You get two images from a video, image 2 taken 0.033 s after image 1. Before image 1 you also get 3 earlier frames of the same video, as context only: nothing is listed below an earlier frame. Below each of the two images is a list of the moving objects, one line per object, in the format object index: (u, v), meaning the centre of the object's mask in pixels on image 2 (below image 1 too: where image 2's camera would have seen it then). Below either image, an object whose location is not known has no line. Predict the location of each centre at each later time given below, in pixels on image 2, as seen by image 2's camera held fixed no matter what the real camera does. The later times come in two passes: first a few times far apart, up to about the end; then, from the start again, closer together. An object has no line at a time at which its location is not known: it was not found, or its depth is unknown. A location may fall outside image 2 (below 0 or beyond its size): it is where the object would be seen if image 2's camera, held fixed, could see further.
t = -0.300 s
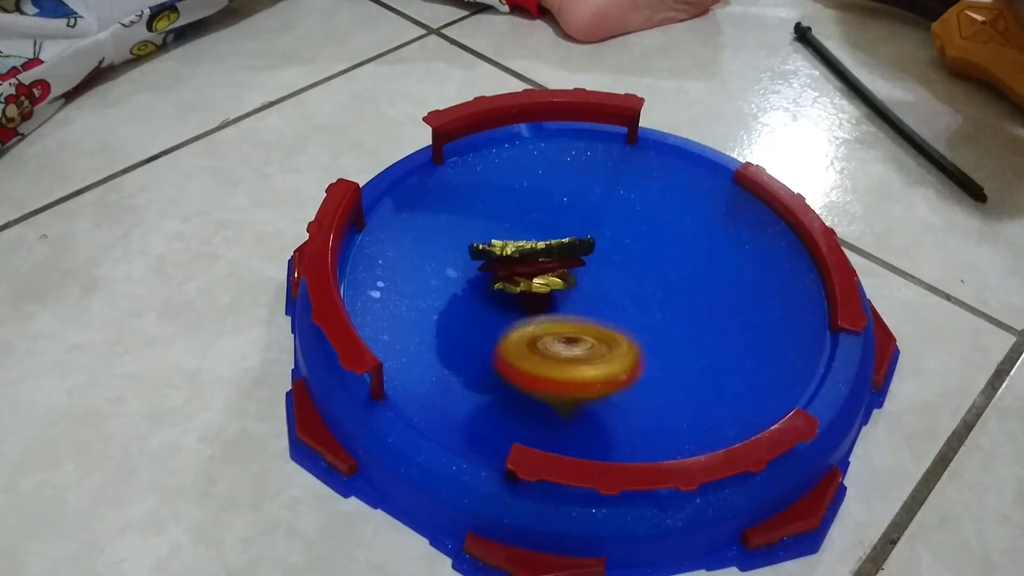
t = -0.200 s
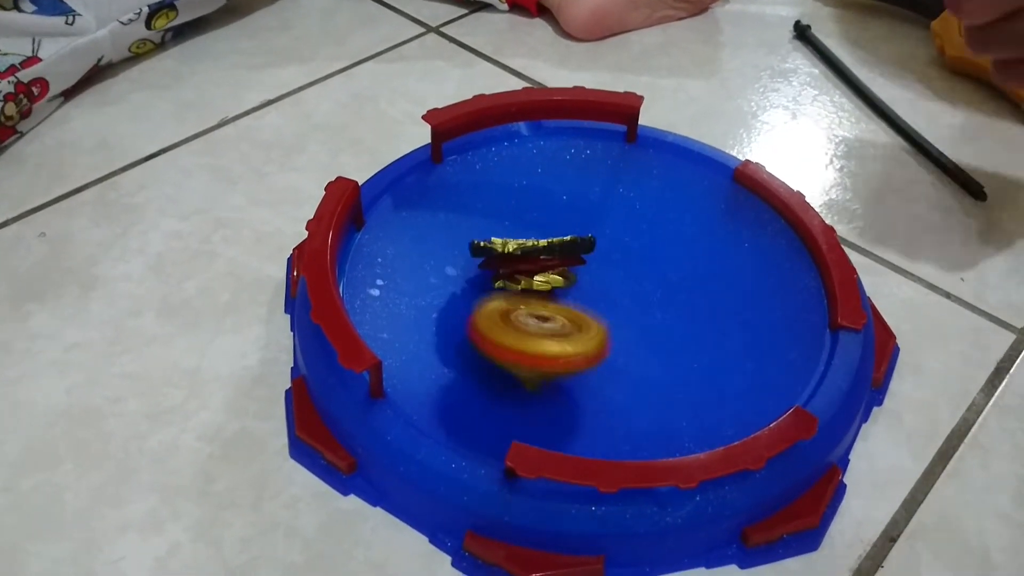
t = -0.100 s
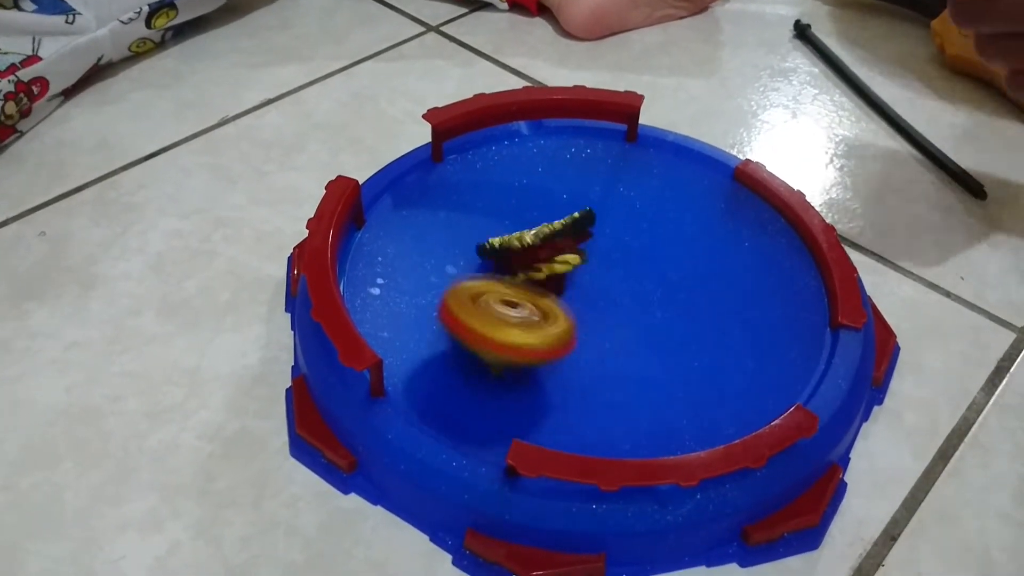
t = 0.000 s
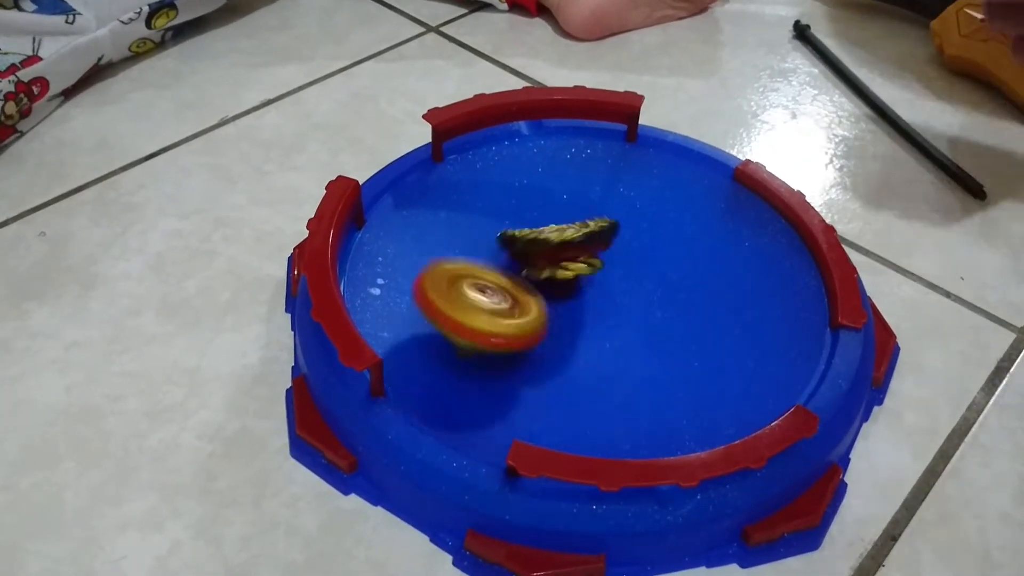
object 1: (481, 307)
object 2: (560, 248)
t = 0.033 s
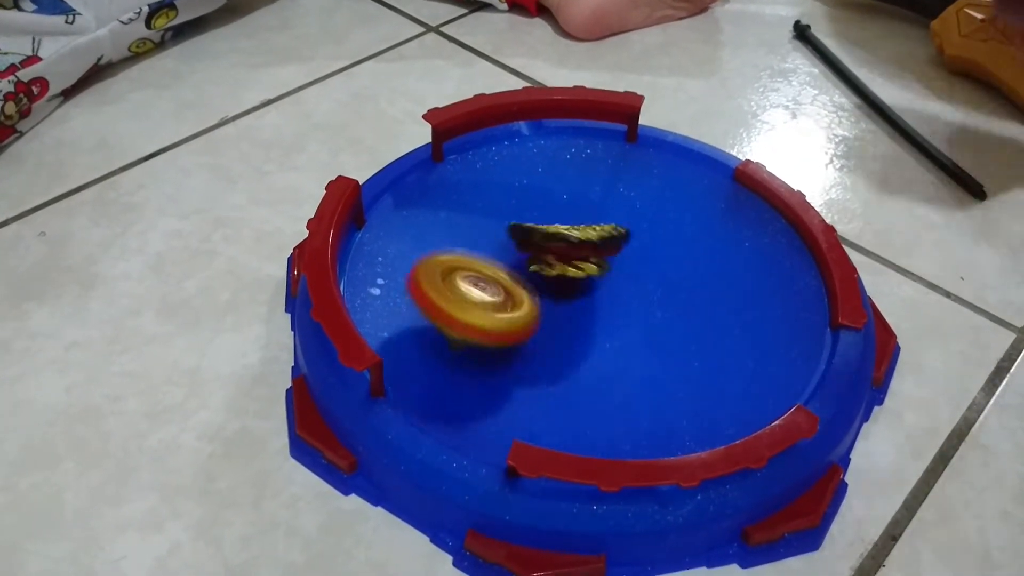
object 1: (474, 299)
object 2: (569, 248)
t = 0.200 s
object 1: (469, 263)
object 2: (602, 264)
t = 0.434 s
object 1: (507, 216)
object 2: (608, 294)
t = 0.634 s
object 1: (557, 203)
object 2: (609, 293)
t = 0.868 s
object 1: (623, 197)
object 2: (609, 305)
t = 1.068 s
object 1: (672, 203)
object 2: (585, 318)
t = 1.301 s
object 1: (673, 249)
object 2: (582, 318)
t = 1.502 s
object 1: (682, 275)
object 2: (556, 304)
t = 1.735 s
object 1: (660, 302)
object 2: (525, 297)
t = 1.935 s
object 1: (663, 323)
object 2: (515, 277)
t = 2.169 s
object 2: (550, 269)
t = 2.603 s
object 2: (556, 246)
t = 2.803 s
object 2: (556, 240)
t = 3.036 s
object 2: (574, 230)
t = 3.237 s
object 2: (609, 238)
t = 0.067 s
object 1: (469, 292)
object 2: (577, 250)
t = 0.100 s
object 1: (467, 285)
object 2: (585, 251)
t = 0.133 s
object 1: (467, 277)
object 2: (591, 254)
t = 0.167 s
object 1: (467, 271)
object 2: (598, 259)
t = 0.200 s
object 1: (469, 263)
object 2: (602, 264)
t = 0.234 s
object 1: (474, 257)
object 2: (605, 268)
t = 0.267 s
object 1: (479, 251)
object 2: (607, 273)
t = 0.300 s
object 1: (484, 245)
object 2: (607, 278)
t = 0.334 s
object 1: (491, 239)
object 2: (606, 281)
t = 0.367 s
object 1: (496, 233)
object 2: (606, 283)
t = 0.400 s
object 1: (500, 222)
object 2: (609, 290)
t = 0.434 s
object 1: (507, 216)
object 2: (608, 294)
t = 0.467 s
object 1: (515, 212)
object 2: (607, 297)
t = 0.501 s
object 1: (523, 209)
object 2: (605, 298)
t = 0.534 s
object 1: (532, 207)
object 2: (605, 298)
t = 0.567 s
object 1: (541, 205)
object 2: (607, 297)
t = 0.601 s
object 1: (549, 204)
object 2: (608, 295)
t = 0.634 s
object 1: (557, 203)
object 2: (609, 293)
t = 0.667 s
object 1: (566, 203)
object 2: (609, 291)
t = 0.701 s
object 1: (579, 198)
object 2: (610, 297)
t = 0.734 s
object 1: (590, 198)
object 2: (609, 302)
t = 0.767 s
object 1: (600, 198)
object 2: (608, 301)
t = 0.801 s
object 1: (608, 199)
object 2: (608, 301)
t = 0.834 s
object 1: (615, 198)
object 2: (608, 303)
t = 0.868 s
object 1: (623, 197)
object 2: (609, 305)
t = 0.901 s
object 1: (632, 199)
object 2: (609, 307)
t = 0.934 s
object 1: (640, 202)
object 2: (609, 306)
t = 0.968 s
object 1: (646, 207)
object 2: (609, 305)
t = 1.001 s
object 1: (651, 212)
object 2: (608, 305)
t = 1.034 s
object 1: (663, 205)
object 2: (594, 313)
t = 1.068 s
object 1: (672, 203)
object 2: (585, 318)
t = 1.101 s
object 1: (678, 206)
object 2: (583, 319)
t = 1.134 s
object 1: (682, 210)
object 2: (583, 319)
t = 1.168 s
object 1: (682, 217)
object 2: (583, 319)
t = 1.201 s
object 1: (682, 226)
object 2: (583, 319)
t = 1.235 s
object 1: (680, 235)
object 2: (583, 319)
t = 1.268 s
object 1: (678, 242)
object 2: (582, 318)
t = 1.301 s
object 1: (673, 249)
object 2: (582, 318)
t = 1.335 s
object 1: (667, 258)
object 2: (581, 317)
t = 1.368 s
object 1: (669, 261)
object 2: (578, 315)
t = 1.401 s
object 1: (672, 266)
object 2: (572, 312)
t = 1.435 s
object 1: (676, 268)
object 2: (565, 309)
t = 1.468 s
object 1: (682, 270)
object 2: (559, 306)
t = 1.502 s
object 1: (682, 275)
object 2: (556, 304)
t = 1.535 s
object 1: (685, 279)
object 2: (546, 302)
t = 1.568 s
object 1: (686, 284)
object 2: (538, 298)
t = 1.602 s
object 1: (684, 287)
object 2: (533, 296)
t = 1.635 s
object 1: (677, 291)
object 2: (531, 297)
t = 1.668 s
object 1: (672, 294)
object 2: (530, 297)
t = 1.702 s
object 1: (667, 298)
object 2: (526, 297)
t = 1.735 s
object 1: (660, 302)
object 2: (525, 297)
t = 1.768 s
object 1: (656, 306)
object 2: (520, 296)
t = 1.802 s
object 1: (647, 308)
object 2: (522, 295)
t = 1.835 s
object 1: (644, 310)
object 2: (522, 294)
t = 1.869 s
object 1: (640, 311)
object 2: (522, 291)
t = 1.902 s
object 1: (651, 318)
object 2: (517, 283)
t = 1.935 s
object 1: (663, 323)
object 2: (515, 277)
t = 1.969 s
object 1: (668, 323)
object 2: (519, 275)
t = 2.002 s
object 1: (673, 323)
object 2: (524, 275)
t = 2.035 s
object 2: (532, 274)
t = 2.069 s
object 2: (541, 275)
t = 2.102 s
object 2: (548, 274)
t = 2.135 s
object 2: (549, 271)
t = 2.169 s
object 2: (550, 269)
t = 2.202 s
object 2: (552, 267)
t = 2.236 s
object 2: (552, 262)
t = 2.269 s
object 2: (553, 257)
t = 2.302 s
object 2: (557, 254)
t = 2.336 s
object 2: (561, 252)
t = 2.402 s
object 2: (564, 250)
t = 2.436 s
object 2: (563, 245)
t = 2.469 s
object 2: (563, 244)
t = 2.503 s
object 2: (562, 244)
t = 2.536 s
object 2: (562, 244)
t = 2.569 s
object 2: (559, 245)
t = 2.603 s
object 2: (556, 246)
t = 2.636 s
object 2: (553, 245)
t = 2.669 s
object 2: (554, 245)
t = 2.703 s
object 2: (554, 244)
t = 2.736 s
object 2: (554, 240)
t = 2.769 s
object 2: (556, 240)
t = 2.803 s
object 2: (556, 240)
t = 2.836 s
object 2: (556, 239)
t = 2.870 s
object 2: (556, 238)
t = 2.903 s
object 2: (556, 237)
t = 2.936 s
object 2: (557, 234)
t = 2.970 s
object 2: (559, 234)
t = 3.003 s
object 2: (567, 232)
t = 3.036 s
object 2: (574, 230)
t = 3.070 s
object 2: (581, 230)
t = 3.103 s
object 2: (587, 231)
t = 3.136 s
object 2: (593, 233)
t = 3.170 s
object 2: (598, 235)
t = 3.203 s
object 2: (603, 236)
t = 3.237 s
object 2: (609, 238)
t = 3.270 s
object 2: (610, 238)
